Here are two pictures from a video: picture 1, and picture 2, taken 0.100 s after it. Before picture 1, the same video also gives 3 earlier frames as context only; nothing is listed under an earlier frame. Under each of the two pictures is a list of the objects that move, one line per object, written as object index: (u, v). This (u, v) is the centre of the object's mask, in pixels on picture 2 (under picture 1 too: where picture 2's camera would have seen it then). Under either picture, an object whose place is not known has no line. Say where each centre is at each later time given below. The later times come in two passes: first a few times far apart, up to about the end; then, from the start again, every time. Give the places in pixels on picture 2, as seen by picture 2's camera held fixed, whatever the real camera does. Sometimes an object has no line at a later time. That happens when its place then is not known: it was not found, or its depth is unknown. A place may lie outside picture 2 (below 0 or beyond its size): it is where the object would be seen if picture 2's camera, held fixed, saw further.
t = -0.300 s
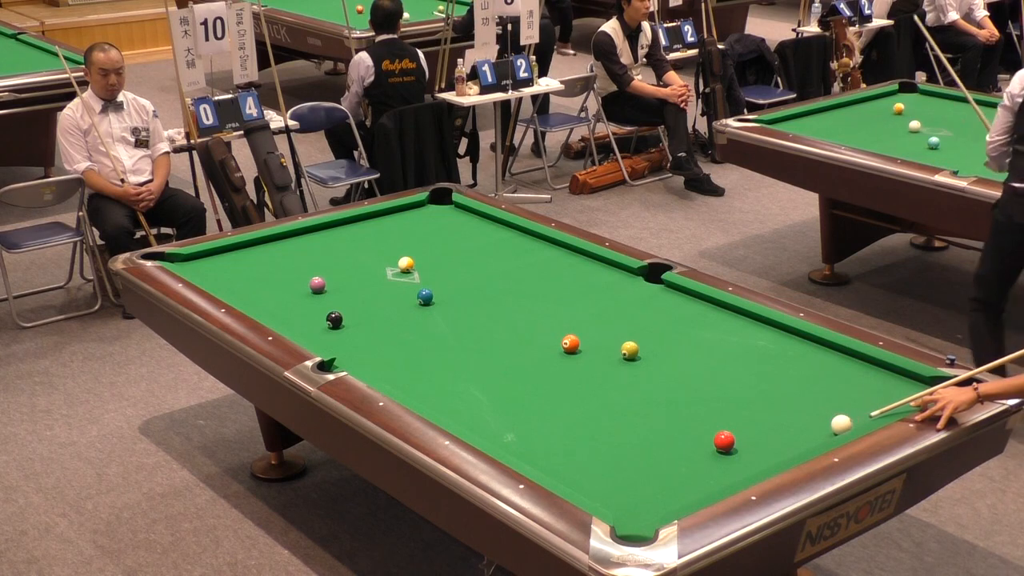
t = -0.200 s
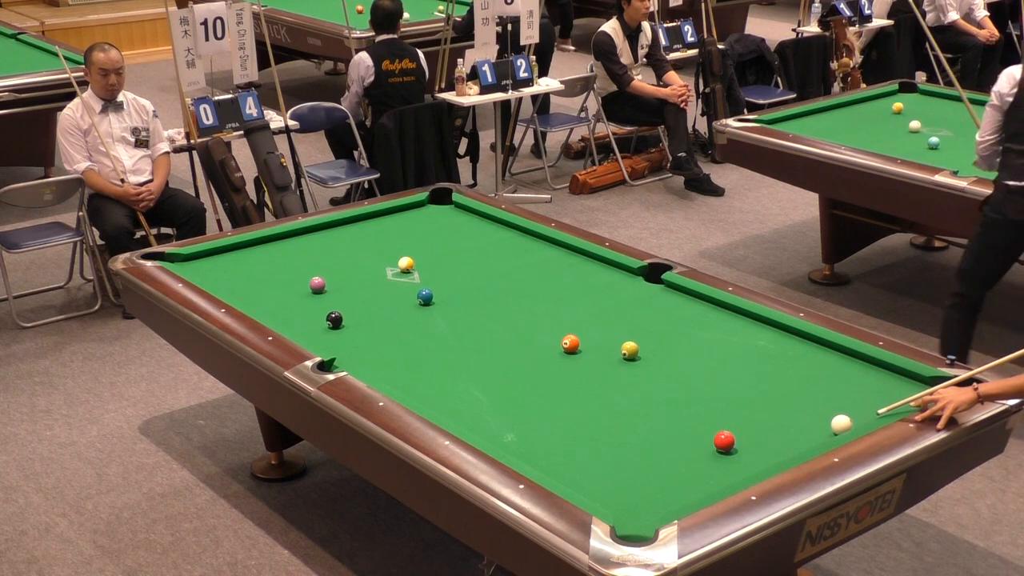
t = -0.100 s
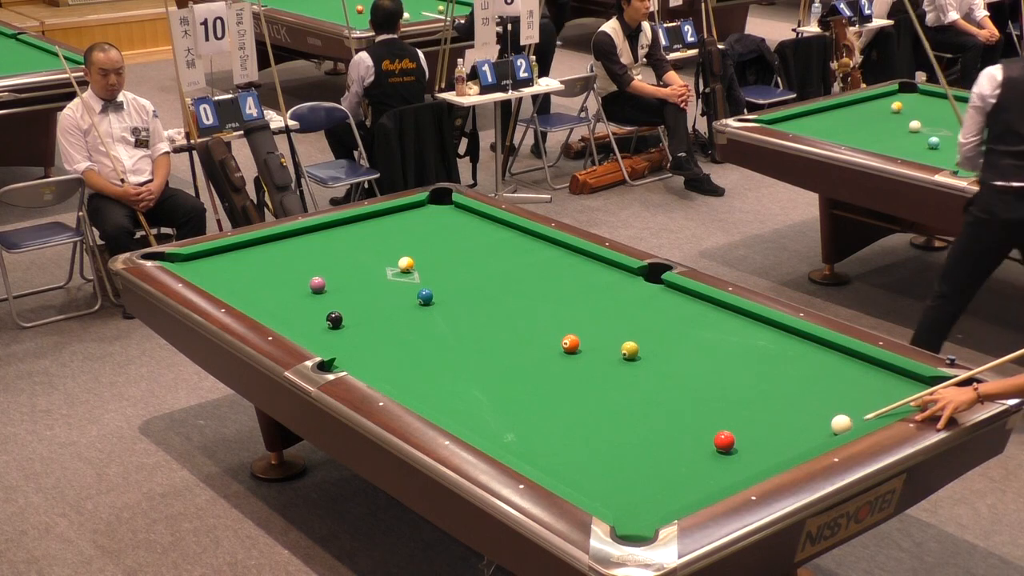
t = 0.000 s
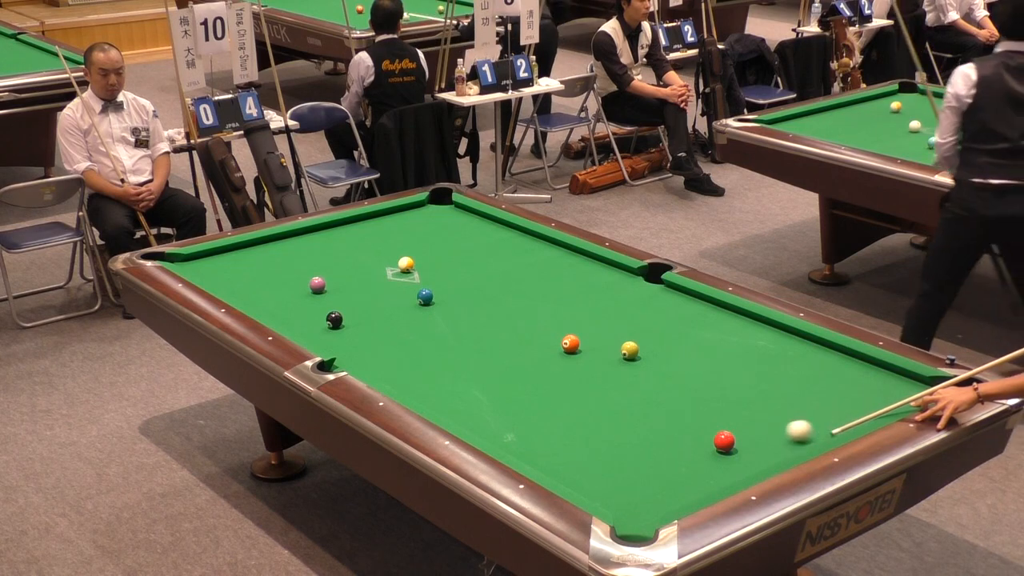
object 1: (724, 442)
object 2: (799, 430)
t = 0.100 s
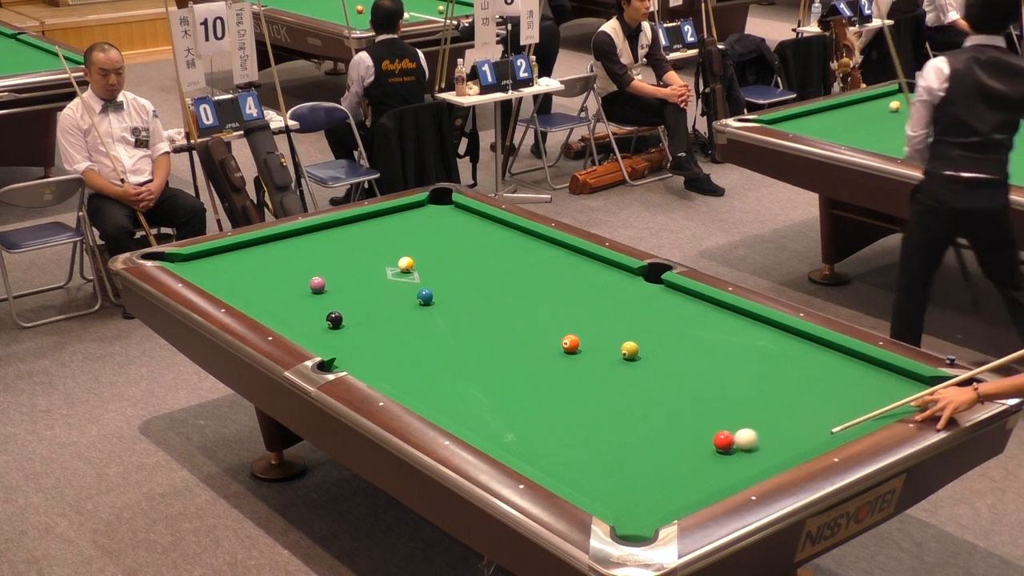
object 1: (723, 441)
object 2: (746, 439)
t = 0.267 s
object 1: (649, 448)
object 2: (746, 443)
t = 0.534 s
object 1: (548, 456)
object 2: (749, 450)
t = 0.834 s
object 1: (540, 435)
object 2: (752, 455)
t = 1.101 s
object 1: (554, 412)
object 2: (754, 459)
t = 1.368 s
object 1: (567, 391)
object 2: (755, 462)
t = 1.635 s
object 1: (579, 373)
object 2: (756, 463)
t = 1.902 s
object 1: (589, 357)
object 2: (756, 464)
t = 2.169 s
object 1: (598, 342)
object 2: (756, 464)
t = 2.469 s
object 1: (607, 327)
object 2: (756, 464)
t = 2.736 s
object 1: (614, 315)
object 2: (756, 464)
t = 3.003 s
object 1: (620, 305)
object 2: (756, 464)
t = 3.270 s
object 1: (626, 294)
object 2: (756, 464)
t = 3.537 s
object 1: (631, 286)
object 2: (756, 464)
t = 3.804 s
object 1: (636, 278)
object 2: (756, 464)
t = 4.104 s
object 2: (756, 464)
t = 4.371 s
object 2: (756, 464)
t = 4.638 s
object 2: (756, 464)
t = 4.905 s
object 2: (756, 464)
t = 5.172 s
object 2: (756, 464)
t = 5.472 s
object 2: (756, 464)
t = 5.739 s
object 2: (756, 464)
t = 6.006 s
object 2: (756, 464)
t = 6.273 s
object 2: (756, 464)
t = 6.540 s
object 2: (756, 464)
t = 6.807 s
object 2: (756, 464)
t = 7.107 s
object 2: (756, 464)
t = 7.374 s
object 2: (756, 464)
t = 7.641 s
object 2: (756, 464)
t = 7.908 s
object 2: (756, 464)
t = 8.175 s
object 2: (756, 464)
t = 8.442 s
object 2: (756, 464)
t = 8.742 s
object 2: (756, 464)
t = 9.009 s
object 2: (756, 464)
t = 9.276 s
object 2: (756, 464)
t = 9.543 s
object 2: (756, 464)
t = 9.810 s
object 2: (756, 464)
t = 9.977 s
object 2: (756, 464)
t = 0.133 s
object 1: (708, 442)
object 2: (744, 440)
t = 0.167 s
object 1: (692, 444)
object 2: (745, 441)
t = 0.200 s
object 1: (676, 445)
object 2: (745, 442)
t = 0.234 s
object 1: (662, 446)
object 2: (746, 443)
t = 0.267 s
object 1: (649, 448)
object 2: (746, 443)
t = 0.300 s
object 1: (636, 449)
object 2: (746, 445)
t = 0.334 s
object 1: (624, 450)
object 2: (747, 445)
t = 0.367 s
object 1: (611, 451)
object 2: (747, 446)
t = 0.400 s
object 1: (598, 452)
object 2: (747, 447)
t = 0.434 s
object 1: (585, 453)
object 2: (748, 447)
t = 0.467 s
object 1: (573, 455)
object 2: (748, 448)
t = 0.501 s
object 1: (560, 455)
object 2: (749, 449)
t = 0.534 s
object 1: (548, 456)
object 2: (749, 450)
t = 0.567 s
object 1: (535, 457)
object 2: (749, 450)
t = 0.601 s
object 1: (525, 456)
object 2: (750, 451)
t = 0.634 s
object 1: (528, 454)
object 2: (750, 452)
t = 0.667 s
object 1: (531, 451)
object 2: (750, 452)
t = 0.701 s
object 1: (533, 448)
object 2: (750, 453)
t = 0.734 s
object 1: (535, 445)
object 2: (751, 454)
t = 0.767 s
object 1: (537, 441)
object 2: (751, 454)
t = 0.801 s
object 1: (539, 438)
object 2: (751, 455)
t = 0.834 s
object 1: (540, 435)
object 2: (752, 455)
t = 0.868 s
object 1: (542, 432)
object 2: (752, 456)
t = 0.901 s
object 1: (544, 429)
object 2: (752, 457)
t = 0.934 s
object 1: (546, 426)
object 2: (753, 457)
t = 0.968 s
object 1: (547, 424)
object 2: (753, 457)
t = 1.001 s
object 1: (549, 421)
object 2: (753, 458)
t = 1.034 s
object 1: (551, 418)
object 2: (753, 459)
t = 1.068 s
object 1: (553, 415)
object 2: (753, 459)
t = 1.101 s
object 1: (554, 412)
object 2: (754, 459)
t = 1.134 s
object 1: (556, 410)
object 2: (754, 460)
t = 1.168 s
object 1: (558, 407)
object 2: (754, 460)
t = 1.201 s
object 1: (559, 404)
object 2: (755, 461)
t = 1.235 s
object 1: (561, 402)
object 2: (755, 461)
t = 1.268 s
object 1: (562, 399)
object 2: (755, 461)
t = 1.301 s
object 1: (564, 397)
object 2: (755, 461)
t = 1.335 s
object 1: (566, 394)
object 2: (755, 462)
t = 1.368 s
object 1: (567, 391)
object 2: (755, 462)
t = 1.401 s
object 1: (569, 389)
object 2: (755, 462)
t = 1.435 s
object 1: (570, 387)
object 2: (755, 462)
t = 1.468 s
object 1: (572, 384)
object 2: (755, 463)
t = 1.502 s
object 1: (573, 382)
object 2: (756, 463)
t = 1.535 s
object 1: (574, 380)
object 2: (756, 463)
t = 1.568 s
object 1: (576, 378)
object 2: (756, 463)
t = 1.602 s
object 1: (577, 376)
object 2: (756, 463)
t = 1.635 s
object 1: (579, 373)
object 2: (756, 463)
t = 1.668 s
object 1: (580, 371)
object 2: (756, 463)
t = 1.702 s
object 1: (581, 369)
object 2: (756, 463)
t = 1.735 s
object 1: (582, 367)
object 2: (756, 464)
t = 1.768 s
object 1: (584, 365)
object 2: (756, 464)
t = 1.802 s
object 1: (585, 362)
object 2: (756, 464)
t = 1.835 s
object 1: (586, 361)
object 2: (756, 464)
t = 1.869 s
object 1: (588, 359)
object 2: (756, 464)
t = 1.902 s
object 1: (589, 357)
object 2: (756, 464)
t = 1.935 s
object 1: (590, 355)
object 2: (756, 464)
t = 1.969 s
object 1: (591, 353)
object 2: (756, 464)
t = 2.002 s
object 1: (593, 351)
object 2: (756, 464)
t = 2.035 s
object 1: (593, 350)
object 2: (756, 464)
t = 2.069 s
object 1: (595, 347)
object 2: (756, 464)
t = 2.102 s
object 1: (596, 346)
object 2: (756, 464)
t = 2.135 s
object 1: (597, 344)
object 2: (756, 464)
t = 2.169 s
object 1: (598, 342)
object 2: (756, 464)
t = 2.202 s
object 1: (599, 340)
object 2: (756, 464)
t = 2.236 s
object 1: (600, 339)
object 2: (756, 464)
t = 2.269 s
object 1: (601, 338)
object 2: (756, 464)
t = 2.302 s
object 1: (602, 335)
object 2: (756, 464)
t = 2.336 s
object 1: (603, 333)
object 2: (756, 464)
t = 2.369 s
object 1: (604, 332)
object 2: (756, 464)
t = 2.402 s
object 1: (605, 330)
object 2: (756, 464)
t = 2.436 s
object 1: (606, 329)
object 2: (756, 464)
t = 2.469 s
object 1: (607, 327)
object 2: (756, 464)
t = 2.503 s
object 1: (608, 325)
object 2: (756, 464)
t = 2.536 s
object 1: (609, 324)
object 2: (756, 464)
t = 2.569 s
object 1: (610, 323)
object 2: (756, 464)
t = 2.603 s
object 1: (611, 321)
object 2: (756, 464)
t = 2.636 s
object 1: (612, 319)
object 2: (756, 464)
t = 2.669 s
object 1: (613, 318)
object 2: (756, 464)
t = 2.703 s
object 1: (613, 317)
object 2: (756, 464)
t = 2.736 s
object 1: (614, 315)
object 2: (756, 464)
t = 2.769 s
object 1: (615, 314)
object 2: (756, 464)
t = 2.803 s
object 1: (616, 312)
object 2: (756, 464)
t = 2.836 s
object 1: (617, 311)
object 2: (756, 464)
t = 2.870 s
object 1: (618, 310)
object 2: (756, 464)
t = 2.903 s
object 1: (618, 308)
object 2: (756, 464)
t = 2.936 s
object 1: (619, 307)
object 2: (756, 464)
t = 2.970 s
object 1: (620, 306)
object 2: (756, 464)
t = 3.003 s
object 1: (620, 305)
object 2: (756, 464)
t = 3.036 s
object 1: (621, 303)
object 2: (756, 464)
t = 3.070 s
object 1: (622, 302)
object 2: (756, 464)
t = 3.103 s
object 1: (623, 301)
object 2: (756, 464)
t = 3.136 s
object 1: (623, 299)
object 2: (756, 464)
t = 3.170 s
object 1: (624, 298)
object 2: (756, 464)
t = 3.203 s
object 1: (625, 297)
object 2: (756, 464)
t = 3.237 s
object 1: (625, 296)
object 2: (756, 464)
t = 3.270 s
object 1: (626, 294)
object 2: (756, 464)
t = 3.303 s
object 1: (627, 293)
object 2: (756, 464)
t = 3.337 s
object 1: (627, 292)
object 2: (756, 464)
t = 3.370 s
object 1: (628, 291)
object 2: (756, 464)
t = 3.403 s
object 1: (629, 290)
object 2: (756, 464)
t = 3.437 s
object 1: (629, 289)
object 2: (756, 464)
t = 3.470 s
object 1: (630, 288)
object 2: (756, 464)
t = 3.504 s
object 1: (631, 287)
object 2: (756, 464)
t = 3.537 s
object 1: (631, 286)
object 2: (756, 464)
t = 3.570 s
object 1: (632, 284)
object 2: (756, 464)
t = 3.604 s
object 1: (632, 283)
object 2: (756, 464)
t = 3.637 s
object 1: (633, 283)
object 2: (756, 464)
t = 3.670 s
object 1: (634, 282)
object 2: (756, 464)
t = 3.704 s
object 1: (634, 280)
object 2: (756, 464)
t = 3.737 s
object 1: (635, 279)
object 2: (756, 464)
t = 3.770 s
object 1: (635, 278)
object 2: (756, 464)
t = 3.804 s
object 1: (636, 278)
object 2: (756, 464)
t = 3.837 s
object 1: (636, 277)
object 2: (756, 464)
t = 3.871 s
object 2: (756, 464)
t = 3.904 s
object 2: (756, 464)
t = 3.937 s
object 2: (756, 464)
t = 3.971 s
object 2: (756, 464)
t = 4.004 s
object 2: (756, 464)
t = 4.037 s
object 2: (756, 464)
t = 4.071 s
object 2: (756, 464)
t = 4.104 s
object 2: (756, 464)
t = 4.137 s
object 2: (756, 464)
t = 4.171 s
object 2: (756, 464)
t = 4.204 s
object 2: (756, 464)
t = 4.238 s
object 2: (756, 464)
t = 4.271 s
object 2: (756, 464)
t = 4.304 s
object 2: (756, 464)
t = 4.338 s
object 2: (756, 464)
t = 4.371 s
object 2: (756, 464)
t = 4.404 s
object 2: (756, 464)
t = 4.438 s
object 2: (756, 464)
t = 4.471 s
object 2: (756, 464)
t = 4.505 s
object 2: (756, 464)
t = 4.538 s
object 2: (756, 464)
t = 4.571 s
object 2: (756, 464)
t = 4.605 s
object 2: (756, 464)
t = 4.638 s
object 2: (756, 464)
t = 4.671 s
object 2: (756, 464)
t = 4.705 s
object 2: (756, 464)
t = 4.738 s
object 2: (756, 464)
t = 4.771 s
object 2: (756, 464)
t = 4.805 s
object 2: (756, 464)
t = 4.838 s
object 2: (756, 464)
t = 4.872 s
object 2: (756, 464)
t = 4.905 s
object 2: (756, 464)
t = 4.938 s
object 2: (756, 464)
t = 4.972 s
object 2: (756, 464)
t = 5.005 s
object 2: (756, 464)
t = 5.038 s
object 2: (756, 464)
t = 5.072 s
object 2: (756, 464)
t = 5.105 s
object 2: (756, 464)
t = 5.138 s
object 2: (756, 464)
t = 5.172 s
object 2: (756, 464)
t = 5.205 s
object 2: (756, 464)
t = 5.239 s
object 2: (756, 464)
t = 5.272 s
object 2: (756, 464)
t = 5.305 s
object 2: (756, 464)
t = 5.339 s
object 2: (756, 464)
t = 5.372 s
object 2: (756, 464)
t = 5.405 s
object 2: (756, 464)
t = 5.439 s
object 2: (756, 464)
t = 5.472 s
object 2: (756, 464)
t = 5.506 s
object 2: (756, 464)
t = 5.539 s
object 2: (756, 464)
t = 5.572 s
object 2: (756, 464)
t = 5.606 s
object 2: (756, 464)
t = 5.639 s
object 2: (756, 464)
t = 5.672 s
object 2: (756, 464)
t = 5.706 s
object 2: (756, 464)
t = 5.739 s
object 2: (756, 464)
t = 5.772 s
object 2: (756, 464)
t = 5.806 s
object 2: (756, 464)
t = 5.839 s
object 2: (756, 464)
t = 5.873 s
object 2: (756, 464)
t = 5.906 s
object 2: (756, 464)
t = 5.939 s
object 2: (756, 464)
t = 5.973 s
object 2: (756, 464)
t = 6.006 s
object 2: (756, 464)
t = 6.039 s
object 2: (756, 464)
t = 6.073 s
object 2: (756, 464)
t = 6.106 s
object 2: (756, 464)
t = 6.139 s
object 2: (756, 464)
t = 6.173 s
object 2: (756, 464)
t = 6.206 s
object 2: (756, 464)
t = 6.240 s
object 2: (756, 464)
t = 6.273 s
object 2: (756, 464)
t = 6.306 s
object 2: (756, 464)
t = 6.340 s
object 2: (756, 464)
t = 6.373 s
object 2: (756, 464)
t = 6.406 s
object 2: (756, 464)
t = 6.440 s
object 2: (756, 464)
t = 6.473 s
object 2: (756, 464)
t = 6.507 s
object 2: (756, 464)
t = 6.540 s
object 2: (756, 464)
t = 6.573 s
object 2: (756, 464)
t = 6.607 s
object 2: (756, 464)
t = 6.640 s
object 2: (756, 464)
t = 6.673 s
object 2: (756, 464)
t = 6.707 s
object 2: (756, 464)
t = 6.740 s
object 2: (756, 464)
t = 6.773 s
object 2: (756, 464)
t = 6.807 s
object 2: (756, 464)
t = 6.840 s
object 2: (756, 464)
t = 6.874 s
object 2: (756, 464)
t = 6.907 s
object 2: (756, 464)
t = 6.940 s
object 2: (756, 464)
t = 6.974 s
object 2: (756, 464)
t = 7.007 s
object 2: (756, 464)
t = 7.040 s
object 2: (756, 464)
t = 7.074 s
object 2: (756, 464)
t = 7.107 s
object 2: (756, 464)
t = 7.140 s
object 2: (756, 464)
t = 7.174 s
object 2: (756, 464)
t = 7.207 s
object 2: (756, 464)
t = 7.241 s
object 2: (756, 464)
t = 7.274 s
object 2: (756, 464)
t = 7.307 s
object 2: (756, 464)
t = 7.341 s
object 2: (756, 464)
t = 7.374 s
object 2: (756, 464)
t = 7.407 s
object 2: (756, 464)
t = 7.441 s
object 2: (756, 464)
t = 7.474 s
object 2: (756, 464)
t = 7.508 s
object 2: (756, 464)
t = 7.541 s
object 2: (756, 464)
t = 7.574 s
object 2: (756, 464)
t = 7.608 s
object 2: (756, 464)
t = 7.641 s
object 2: (756, 464)
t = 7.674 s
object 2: (756, 464)
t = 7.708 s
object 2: (756, 464)
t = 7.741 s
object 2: (756, 464)
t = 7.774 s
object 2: (756, 464)
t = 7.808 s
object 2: (756, 464)
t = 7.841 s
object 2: (756, 464)
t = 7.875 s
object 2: (756, 464)
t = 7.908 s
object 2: (756, 464)
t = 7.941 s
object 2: (756, 464)
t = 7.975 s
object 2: (756, 464)
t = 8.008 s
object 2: (756, 464)
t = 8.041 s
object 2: (756, 464)
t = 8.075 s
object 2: (756, 464)
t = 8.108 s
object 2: (756, 464)
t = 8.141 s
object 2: (756, 464)
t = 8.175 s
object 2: (756, 464)
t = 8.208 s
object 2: (756, 464)
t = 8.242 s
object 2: (756, 464)
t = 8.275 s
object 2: (756, 464)
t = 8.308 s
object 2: (756, 464)
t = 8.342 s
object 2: (756, 464)
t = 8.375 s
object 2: (756, 464)
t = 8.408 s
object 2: (756, 464)
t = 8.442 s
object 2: (756, 464)
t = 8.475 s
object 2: (756, 464)
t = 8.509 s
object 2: (756, 464)
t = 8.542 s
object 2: (756, 464)
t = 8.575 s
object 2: (756, 464)
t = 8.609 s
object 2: (756, 464)
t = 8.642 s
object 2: (756, 464)
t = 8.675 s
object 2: (756, 464)
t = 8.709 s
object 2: (756, 464)
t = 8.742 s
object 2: (756, 464)
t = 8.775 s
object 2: (756, 464)
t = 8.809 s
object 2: (756, 464)
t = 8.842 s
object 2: (756, 464)
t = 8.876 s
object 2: (756, 464)
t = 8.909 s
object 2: (756, 464)
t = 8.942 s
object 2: (756, 464)
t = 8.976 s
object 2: (756, 464)
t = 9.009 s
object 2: (756, 464)
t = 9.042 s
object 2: (756, 464)
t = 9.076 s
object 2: (756, 464)
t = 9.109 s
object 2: (756, 464)
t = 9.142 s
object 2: (756, 464)
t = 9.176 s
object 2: (756, 464)
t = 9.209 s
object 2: (756, 464)
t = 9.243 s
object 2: (756, 464)
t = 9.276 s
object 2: (756, 464)
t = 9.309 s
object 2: (756, 464)
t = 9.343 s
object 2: (756, 464)
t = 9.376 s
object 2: (756, 464)
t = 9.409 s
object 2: (756, 464)
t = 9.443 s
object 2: (756, 464)
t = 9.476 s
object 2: (756, 464)
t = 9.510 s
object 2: (756, 464)
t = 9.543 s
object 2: (756, 464)
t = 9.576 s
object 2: (756, 464)
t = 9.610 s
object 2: (756, 464)
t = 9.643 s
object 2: (756, 464)
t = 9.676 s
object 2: (756, 464)
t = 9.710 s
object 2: (756, 464)
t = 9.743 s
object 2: (756, 464)
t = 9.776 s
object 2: (756, 464)
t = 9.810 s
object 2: (756, 464)
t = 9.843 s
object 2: (756, 464)
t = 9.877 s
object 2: (756, 464)
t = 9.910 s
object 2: (756, 464)
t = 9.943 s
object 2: (756, 464)
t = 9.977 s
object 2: (756, 464)
